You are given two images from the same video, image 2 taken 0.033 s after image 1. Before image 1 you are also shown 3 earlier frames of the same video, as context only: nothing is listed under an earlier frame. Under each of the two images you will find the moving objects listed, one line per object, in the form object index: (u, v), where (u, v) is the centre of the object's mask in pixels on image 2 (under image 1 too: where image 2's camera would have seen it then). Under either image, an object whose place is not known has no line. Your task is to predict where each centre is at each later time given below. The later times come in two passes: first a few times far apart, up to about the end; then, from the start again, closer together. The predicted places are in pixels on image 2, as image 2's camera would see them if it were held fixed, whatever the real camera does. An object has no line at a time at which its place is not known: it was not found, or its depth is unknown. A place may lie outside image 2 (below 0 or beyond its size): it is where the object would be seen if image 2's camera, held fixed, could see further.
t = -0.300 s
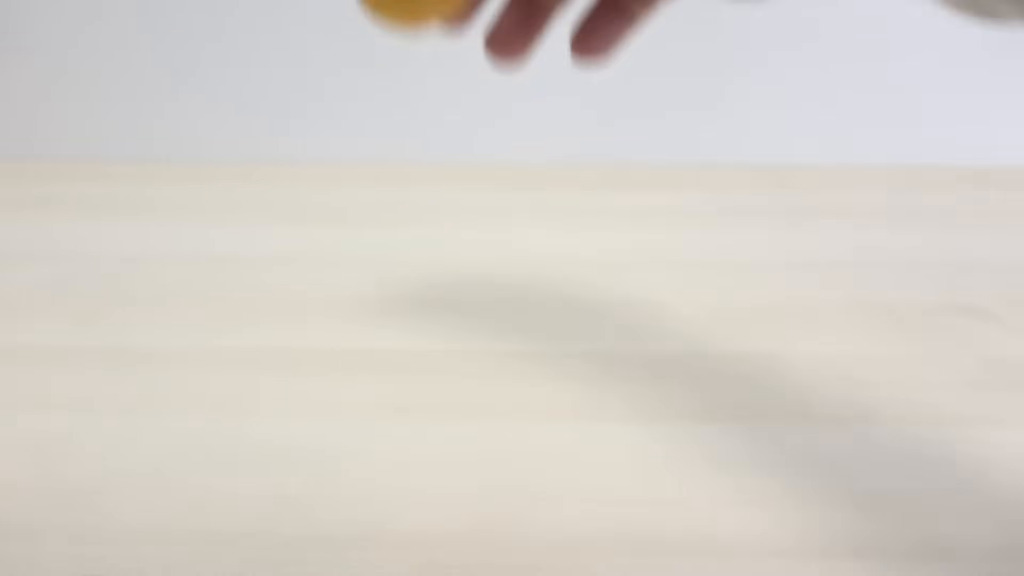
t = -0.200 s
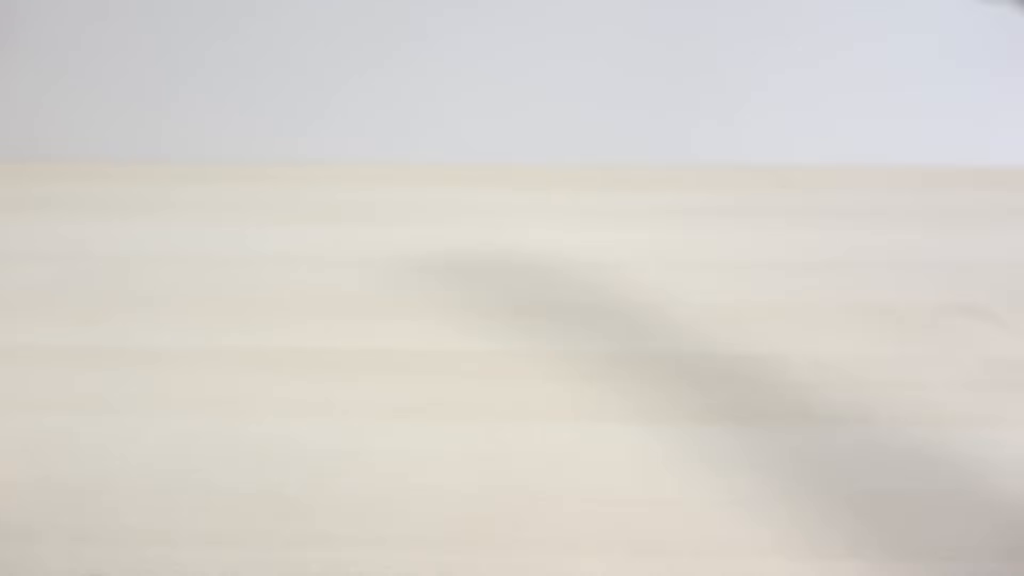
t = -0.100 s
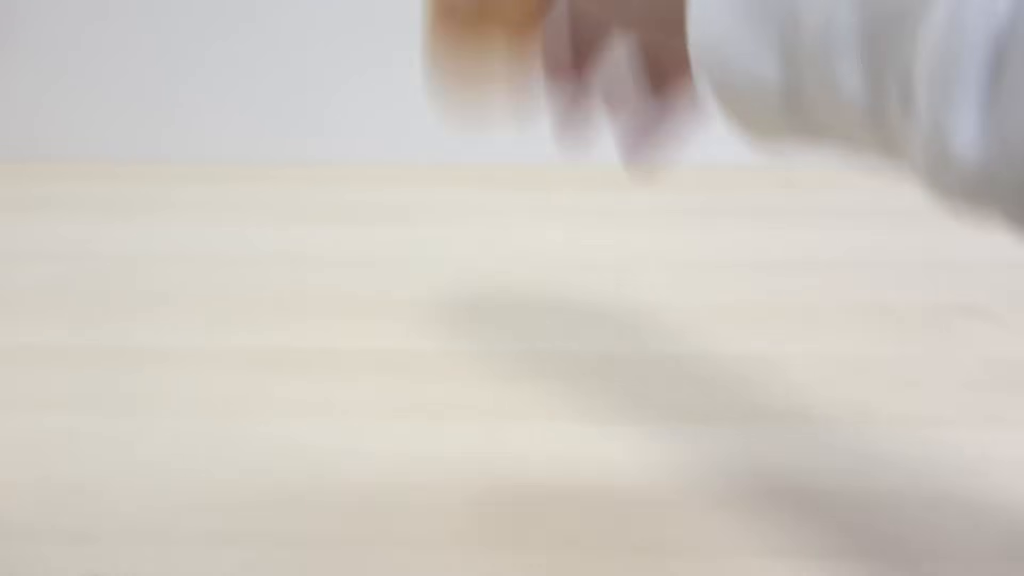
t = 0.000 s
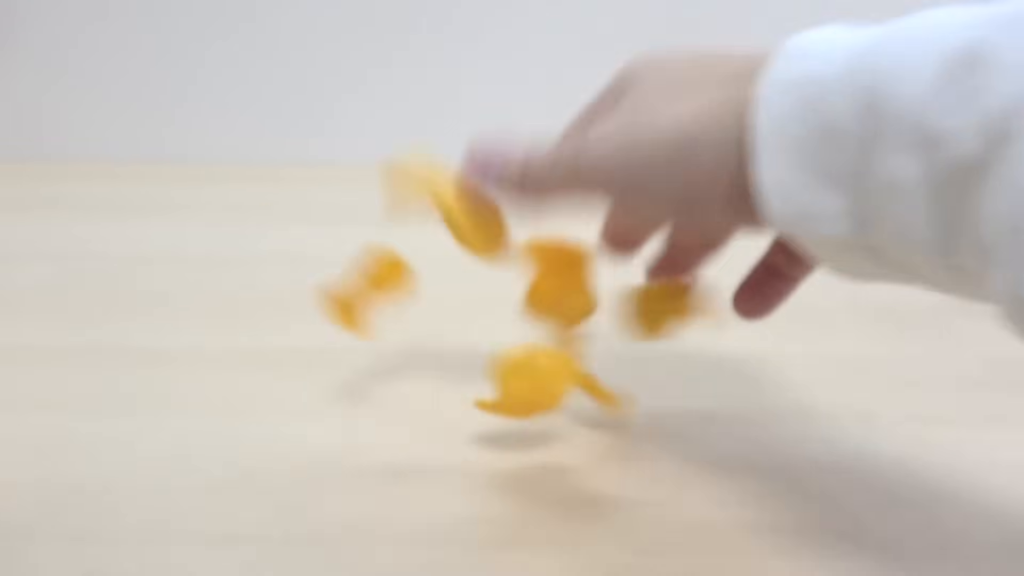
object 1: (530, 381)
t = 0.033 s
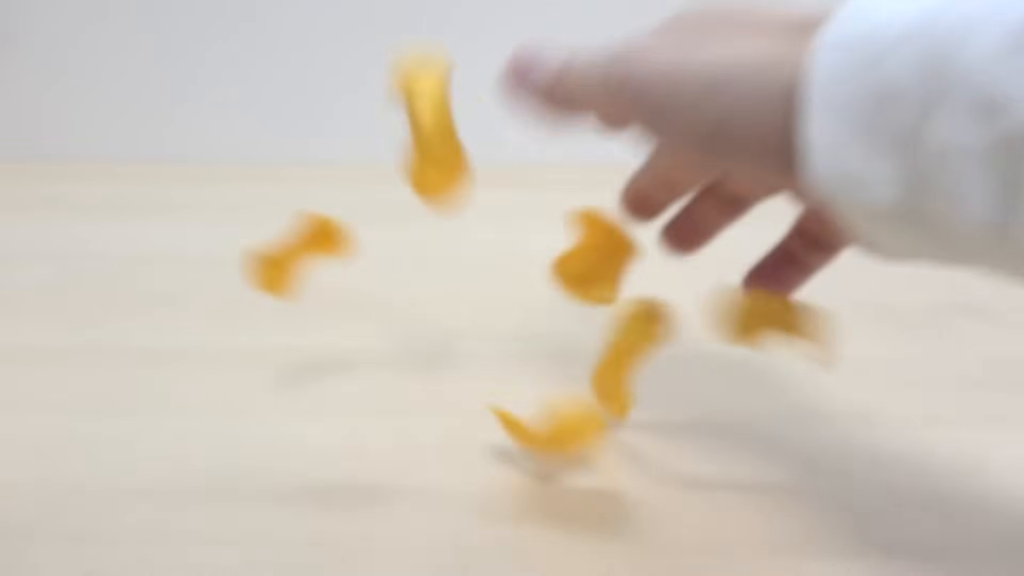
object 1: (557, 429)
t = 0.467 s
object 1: (639, 551)
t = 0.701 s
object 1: (646, 557)
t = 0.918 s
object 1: (658, 552)
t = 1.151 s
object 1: (646, 547)
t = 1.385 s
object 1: (636, 553)
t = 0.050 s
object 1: (564, 459)
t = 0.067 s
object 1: (566, 486)
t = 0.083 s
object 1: (575, 483)
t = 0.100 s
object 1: (583, 485)
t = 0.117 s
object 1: (592, 495)
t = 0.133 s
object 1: (601, 513)
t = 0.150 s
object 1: (611, 518)
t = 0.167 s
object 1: (621, 527)
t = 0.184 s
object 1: (629, 536)
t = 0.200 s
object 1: (638, 541)
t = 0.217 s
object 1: (644, 540)
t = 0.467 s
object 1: (639, 551)
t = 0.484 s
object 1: (637, 551)
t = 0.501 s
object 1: (638, 551)
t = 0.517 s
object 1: (639, 550)
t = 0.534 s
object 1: (639, 551)
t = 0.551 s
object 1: (639, 552)
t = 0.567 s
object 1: (639, 553)
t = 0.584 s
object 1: (639, 554)
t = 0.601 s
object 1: (639, 555)
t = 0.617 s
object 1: (639, 555)
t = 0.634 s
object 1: (638, 556)
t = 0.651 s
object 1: (639, 557)
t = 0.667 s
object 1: (640, 557)
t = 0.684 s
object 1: (642, 557)
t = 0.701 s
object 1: (646, 557)
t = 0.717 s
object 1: (650, 557)
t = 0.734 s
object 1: (654, 556)
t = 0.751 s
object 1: (656, 556)
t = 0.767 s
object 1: (659, 556)
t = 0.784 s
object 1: (660, 556)
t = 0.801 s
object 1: (660, 557)
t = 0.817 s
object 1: (660, 557)
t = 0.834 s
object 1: (660, 556)
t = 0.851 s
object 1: (660, 555)
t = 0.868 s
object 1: (660, 554)
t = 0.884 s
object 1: (659, 553)
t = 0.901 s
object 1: (659, 552)
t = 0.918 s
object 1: (658, 552)
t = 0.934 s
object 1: (658, 553)
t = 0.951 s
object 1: (658, 553)
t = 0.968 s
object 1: (657, 553)
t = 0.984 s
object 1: (656, 553)
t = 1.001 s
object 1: (657, 553)
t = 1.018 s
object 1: (657, 552)
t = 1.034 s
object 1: (657, 552)
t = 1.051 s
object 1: (656, 551)
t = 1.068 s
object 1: (654, 550)
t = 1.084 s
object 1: (652, 549)
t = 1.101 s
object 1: (650, 547)
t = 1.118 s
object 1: (648, 547)
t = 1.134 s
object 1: (647, 547)
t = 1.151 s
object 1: (646, 547)
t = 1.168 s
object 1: (645, 547)
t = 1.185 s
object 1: (643, 548)
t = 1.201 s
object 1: (640, 550)
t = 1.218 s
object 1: (639, 552)
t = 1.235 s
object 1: (638, 552)
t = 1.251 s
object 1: (637, 553)
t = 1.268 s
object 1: (637, 552)
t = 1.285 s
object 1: (638, 552)
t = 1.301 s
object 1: (638, 551)
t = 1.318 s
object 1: (637, 552)
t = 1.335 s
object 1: (637, 552)
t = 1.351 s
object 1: (637, 552)
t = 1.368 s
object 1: (636, 552)
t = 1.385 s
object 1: (636, 553)
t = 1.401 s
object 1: (636, 555)
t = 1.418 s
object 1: (636, 556)
